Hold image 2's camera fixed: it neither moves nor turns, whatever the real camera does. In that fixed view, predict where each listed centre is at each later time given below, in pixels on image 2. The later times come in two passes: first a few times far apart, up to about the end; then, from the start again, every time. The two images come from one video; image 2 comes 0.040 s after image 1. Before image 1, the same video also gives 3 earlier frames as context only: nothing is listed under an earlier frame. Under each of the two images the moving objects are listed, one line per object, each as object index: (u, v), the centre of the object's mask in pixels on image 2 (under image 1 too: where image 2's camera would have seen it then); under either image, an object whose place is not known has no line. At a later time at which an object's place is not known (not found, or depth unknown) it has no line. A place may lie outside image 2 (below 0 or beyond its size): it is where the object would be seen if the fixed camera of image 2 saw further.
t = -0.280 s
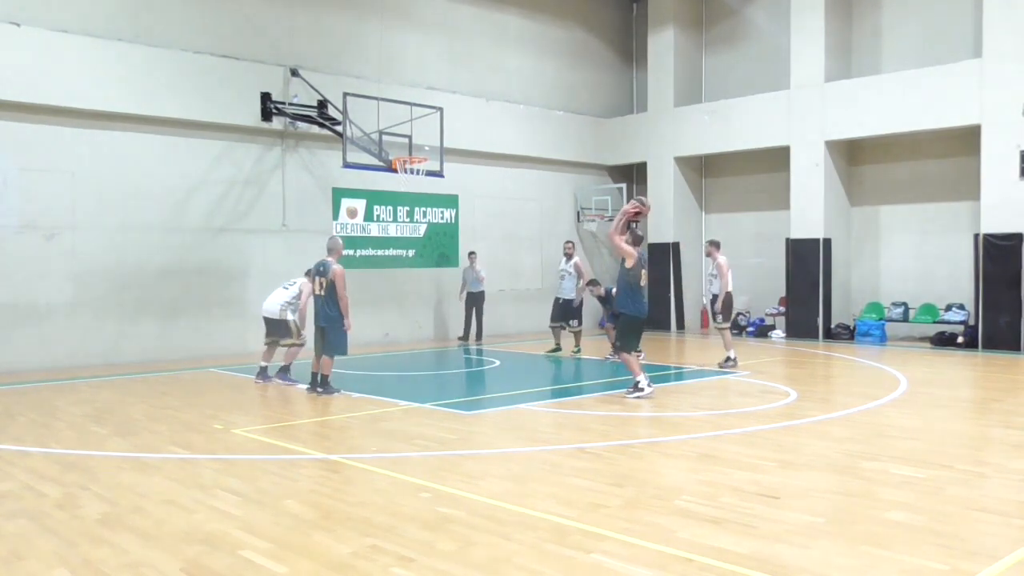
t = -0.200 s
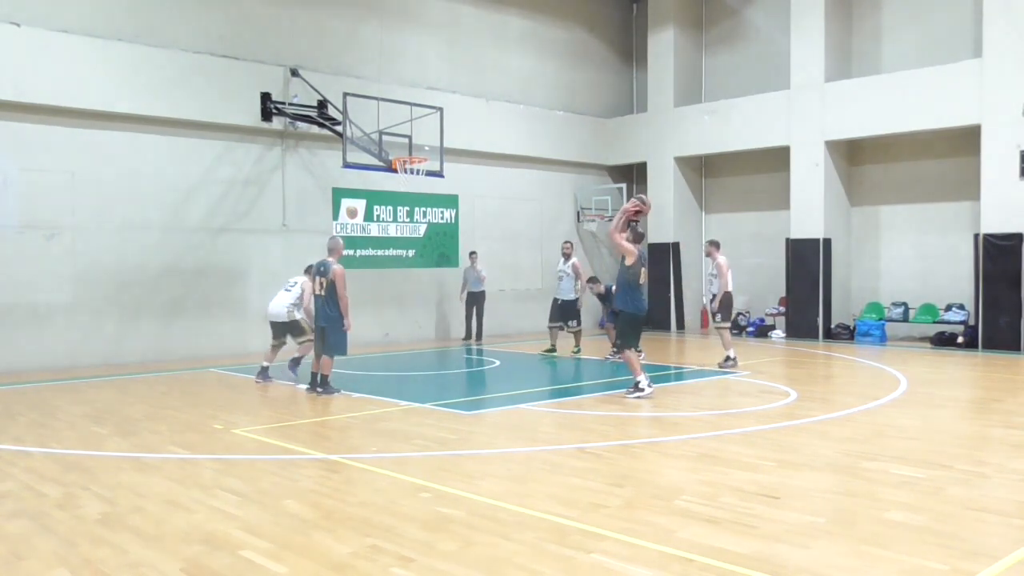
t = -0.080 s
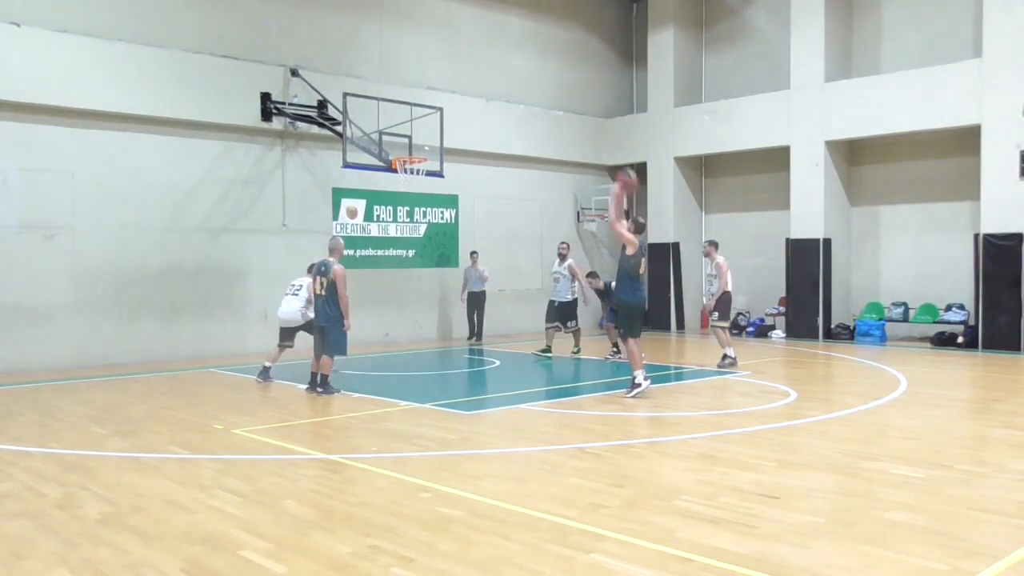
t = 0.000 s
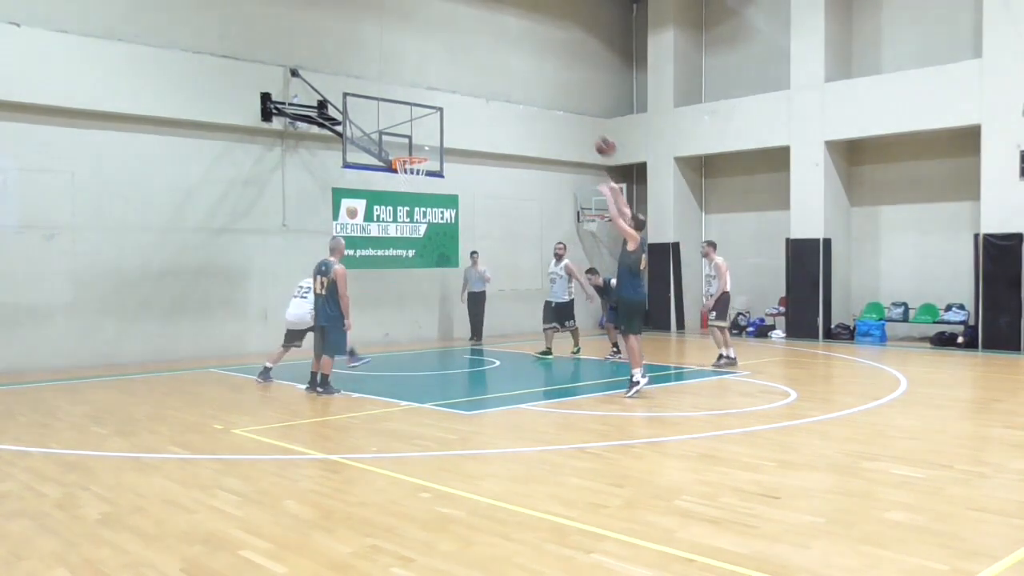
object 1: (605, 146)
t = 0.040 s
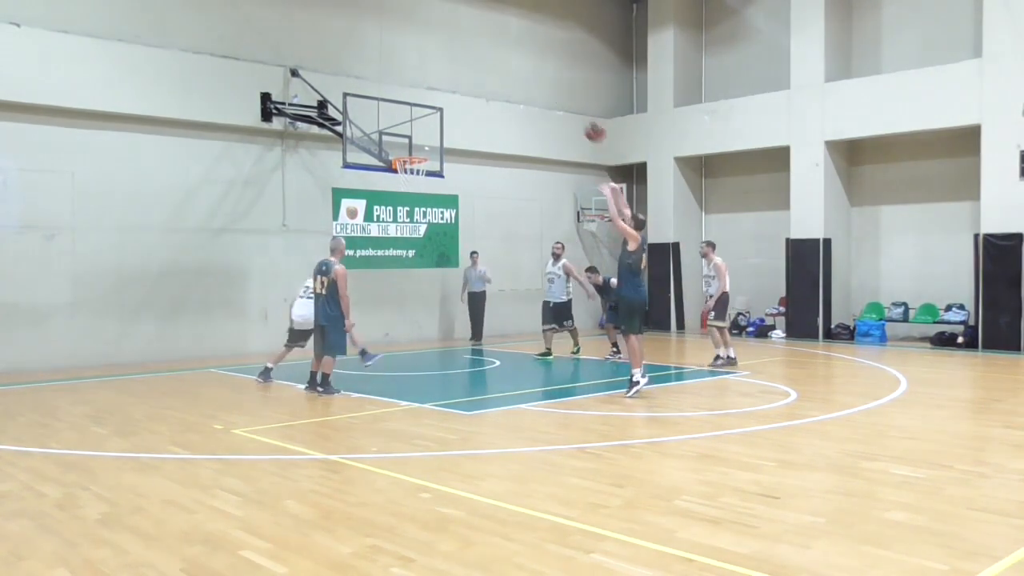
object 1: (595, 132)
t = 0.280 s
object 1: (535, 76)
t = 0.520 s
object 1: (484, 70)
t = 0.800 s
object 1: (434, 114)
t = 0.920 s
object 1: (415, 146)
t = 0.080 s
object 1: (584, 119)
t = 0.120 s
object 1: (573, 107)
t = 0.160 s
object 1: (563, 97)
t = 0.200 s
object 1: (554, 89)
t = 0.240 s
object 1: (544, 82)
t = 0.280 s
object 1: (535, 76)
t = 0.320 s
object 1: (526, 71)
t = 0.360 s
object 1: (517, 68)
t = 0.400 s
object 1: (508, 67)
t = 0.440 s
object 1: (500, 67)
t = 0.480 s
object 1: (492, 68)
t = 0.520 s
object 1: (484, 70)
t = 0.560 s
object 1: (476, 73)
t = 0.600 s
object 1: (469, 77)
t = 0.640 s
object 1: (462, 82)
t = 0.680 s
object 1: (455, 89)
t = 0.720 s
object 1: (447, 96)
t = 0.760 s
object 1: (441, 104)
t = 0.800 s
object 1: (434, 114)
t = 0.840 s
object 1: (428, 124)
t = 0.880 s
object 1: (422, 134)
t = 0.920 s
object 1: (415, 146)
